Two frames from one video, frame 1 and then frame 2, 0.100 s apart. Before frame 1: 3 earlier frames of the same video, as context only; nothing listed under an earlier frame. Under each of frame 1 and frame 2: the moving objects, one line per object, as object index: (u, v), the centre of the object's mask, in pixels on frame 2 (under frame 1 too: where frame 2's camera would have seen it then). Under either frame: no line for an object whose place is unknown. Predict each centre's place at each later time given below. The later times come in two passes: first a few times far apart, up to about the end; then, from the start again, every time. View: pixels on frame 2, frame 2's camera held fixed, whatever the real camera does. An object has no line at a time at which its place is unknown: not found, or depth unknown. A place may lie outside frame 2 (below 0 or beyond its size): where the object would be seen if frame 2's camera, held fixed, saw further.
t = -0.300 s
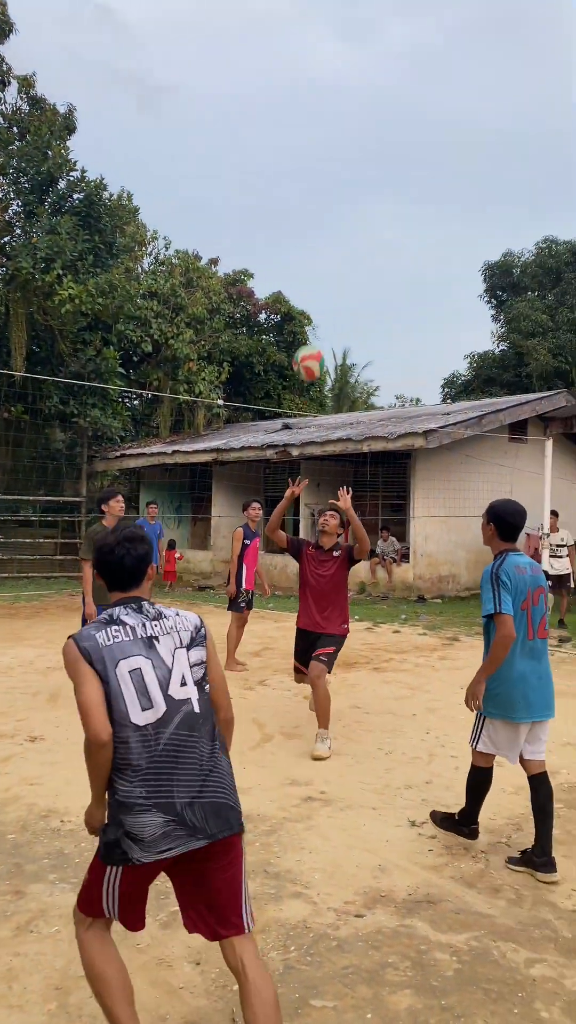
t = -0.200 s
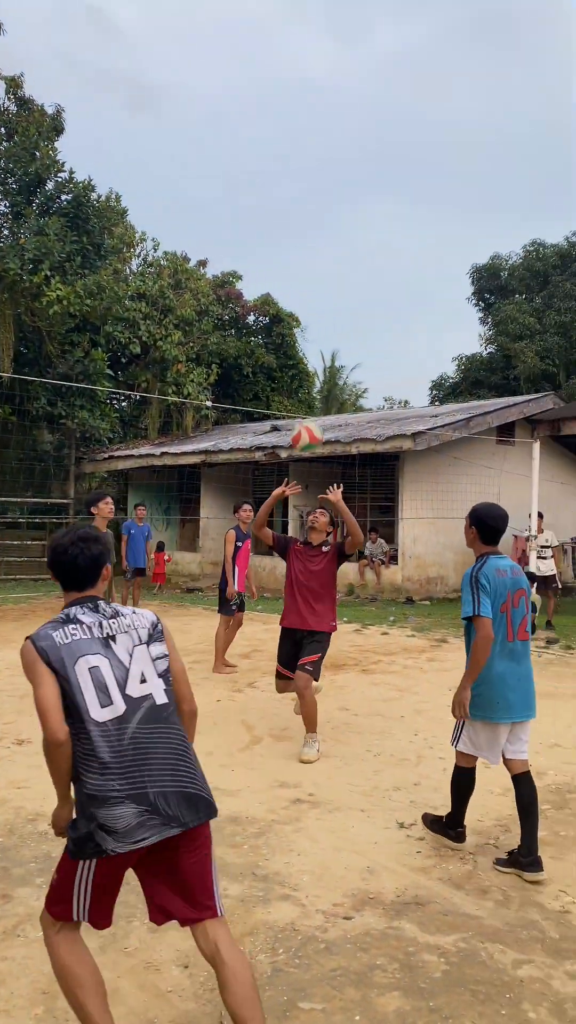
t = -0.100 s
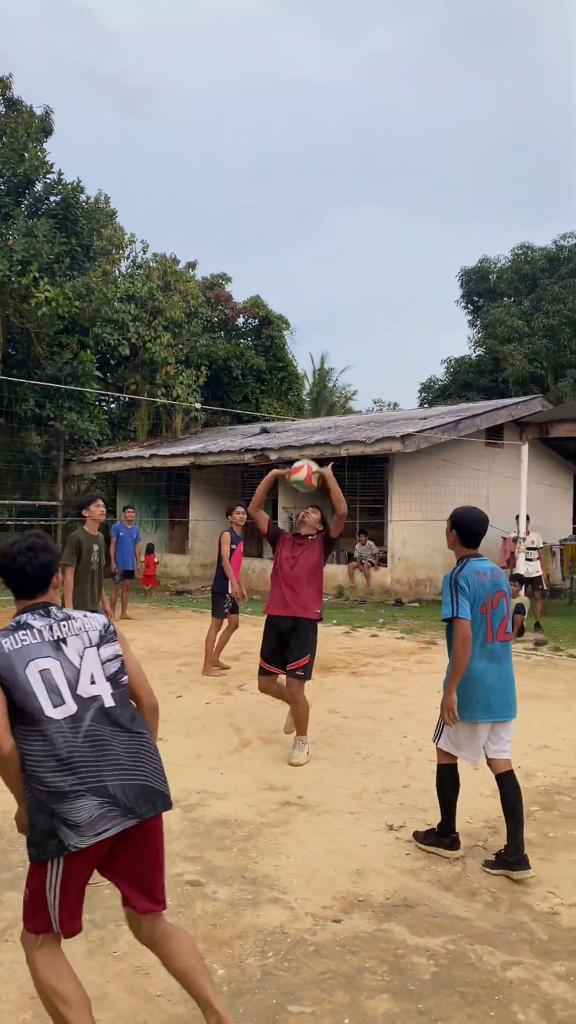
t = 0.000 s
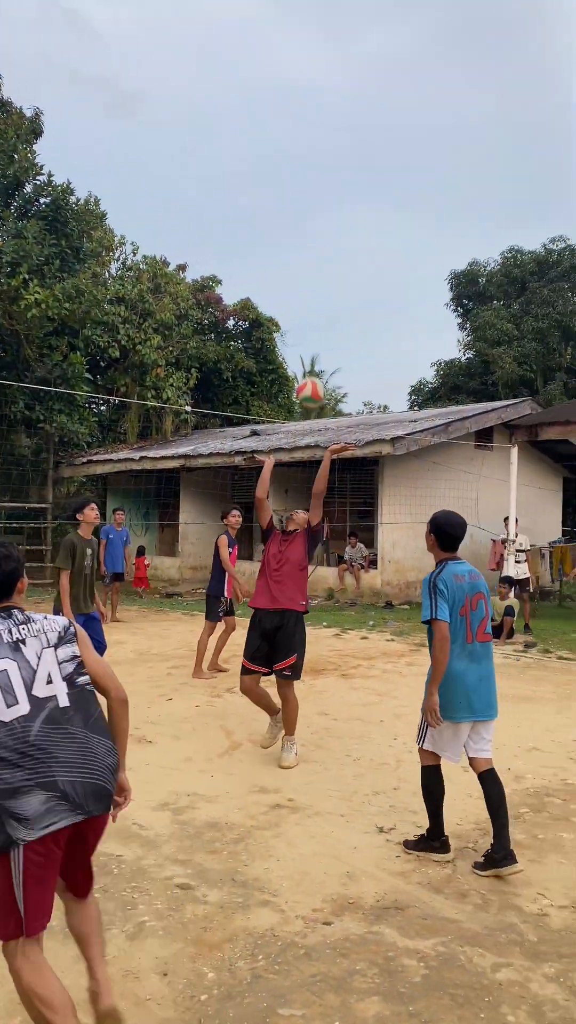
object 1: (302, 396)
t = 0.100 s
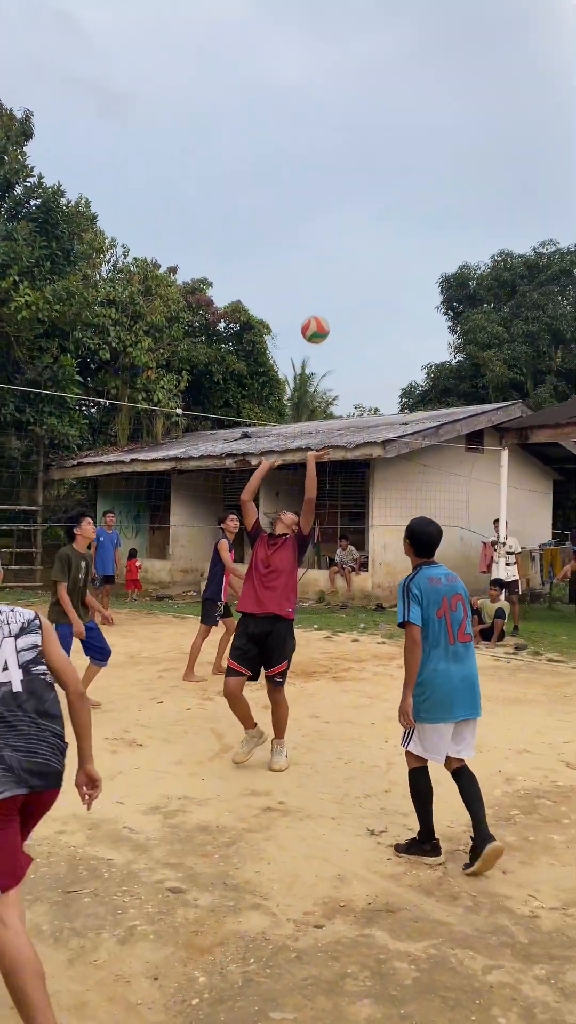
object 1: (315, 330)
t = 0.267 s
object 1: (335, 262)
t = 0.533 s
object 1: (358, 241)
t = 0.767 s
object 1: (373, 280)
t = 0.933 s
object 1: (382, 339)
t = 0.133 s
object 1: (319, 312)
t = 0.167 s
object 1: (323, 297)
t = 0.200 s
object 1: (327, 283)
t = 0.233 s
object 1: (331, 272)
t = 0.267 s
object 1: (335, 262)
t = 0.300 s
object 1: (338, 255)
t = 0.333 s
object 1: (341, 248)
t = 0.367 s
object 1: (344, 244)
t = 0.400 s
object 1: (347, 241)
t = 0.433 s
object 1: (350, 239)
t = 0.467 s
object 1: (353, 238)
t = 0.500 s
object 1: (355, 239)
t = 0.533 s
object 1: (358, 241)
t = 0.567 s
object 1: (360, 244)
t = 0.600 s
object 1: (363, 248)
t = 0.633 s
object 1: (365, 253)
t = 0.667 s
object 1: (366, 256)
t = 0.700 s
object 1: (368, 263)
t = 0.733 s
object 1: (370, 271)
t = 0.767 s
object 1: (373, 280)
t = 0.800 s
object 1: (375, 290)
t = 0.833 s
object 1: (377, 301)
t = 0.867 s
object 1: (379, 313)
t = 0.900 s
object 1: (381, 325)
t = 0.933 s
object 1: (382, 339)
